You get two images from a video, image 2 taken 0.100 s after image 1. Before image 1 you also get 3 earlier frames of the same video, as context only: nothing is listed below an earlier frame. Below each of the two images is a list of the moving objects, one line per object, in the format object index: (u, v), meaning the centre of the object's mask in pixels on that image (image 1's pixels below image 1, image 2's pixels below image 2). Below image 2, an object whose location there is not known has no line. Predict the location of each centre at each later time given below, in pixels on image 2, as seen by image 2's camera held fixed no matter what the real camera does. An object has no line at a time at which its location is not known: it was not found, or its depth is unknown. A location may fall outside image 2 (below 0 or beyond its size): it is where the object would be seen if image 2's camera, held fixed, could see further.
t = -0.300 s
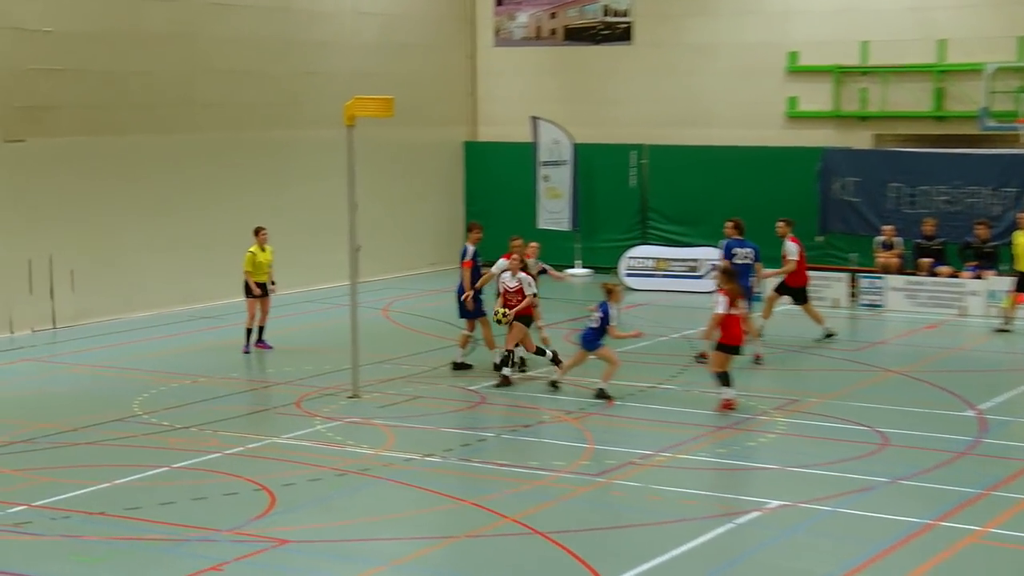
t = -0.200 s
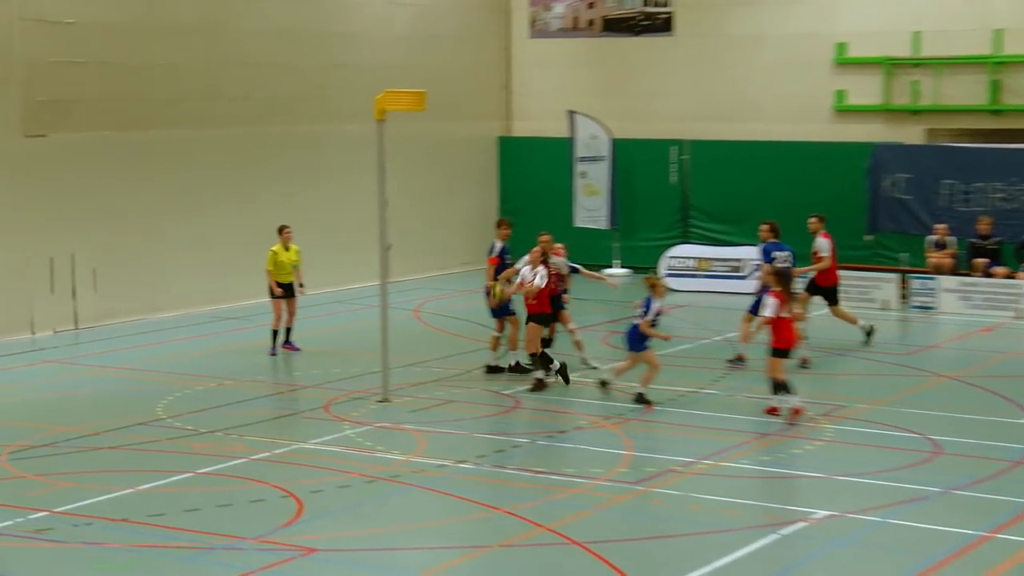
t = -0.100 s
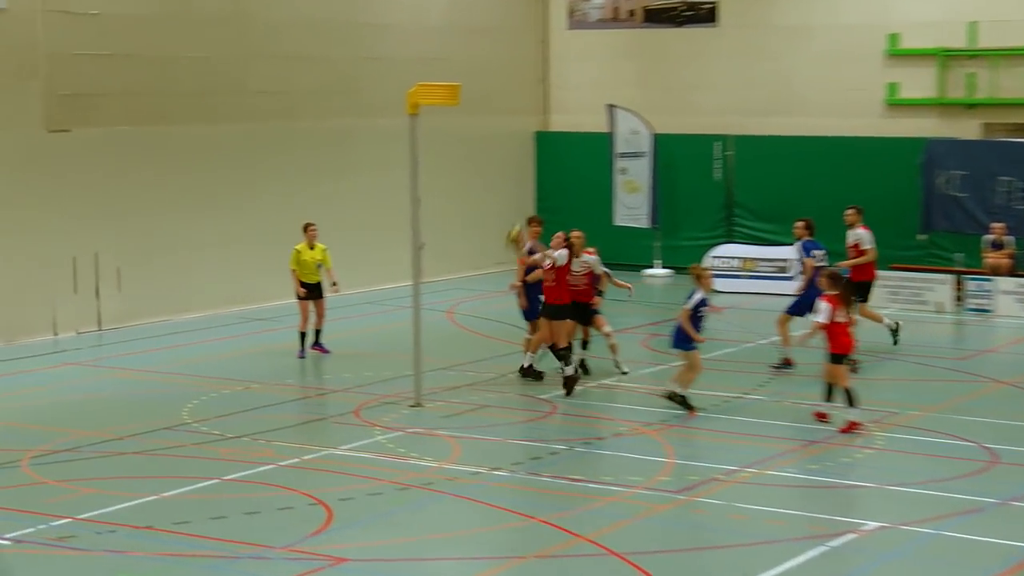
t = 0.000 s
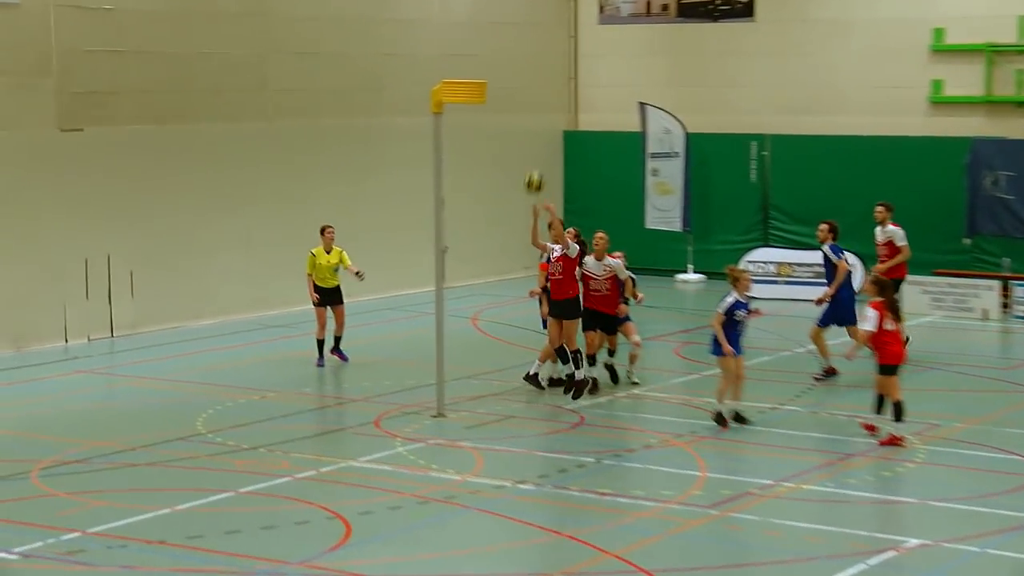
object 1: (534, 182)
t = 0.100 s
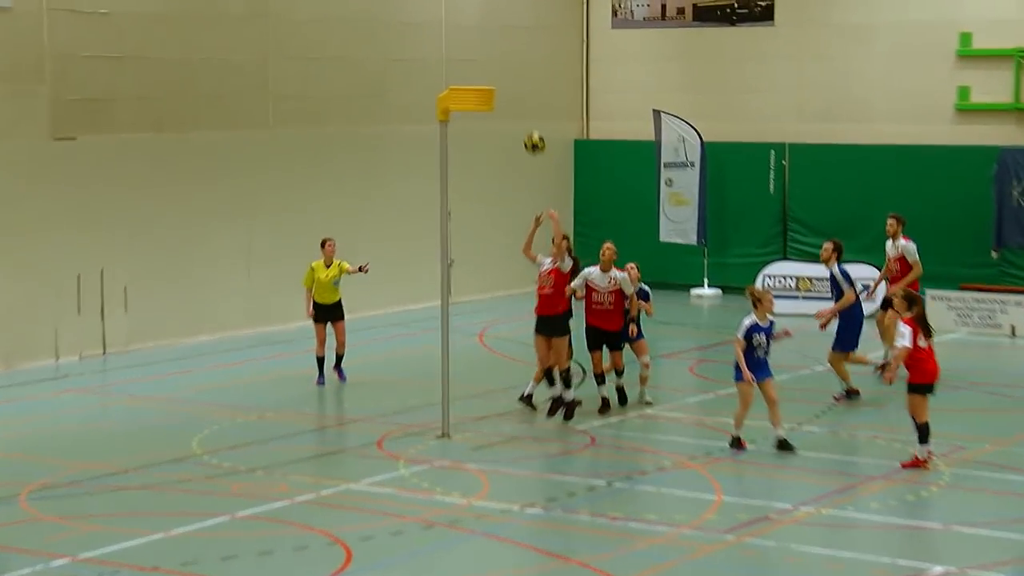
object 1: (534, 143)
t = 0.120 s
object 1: (532, 134)
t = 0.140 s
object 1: (530, 126)
